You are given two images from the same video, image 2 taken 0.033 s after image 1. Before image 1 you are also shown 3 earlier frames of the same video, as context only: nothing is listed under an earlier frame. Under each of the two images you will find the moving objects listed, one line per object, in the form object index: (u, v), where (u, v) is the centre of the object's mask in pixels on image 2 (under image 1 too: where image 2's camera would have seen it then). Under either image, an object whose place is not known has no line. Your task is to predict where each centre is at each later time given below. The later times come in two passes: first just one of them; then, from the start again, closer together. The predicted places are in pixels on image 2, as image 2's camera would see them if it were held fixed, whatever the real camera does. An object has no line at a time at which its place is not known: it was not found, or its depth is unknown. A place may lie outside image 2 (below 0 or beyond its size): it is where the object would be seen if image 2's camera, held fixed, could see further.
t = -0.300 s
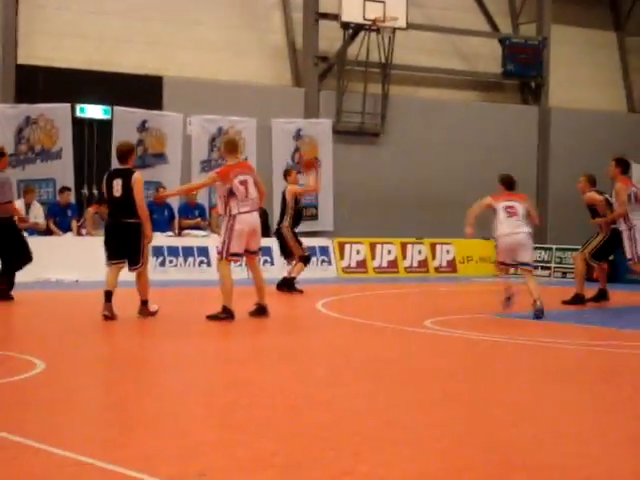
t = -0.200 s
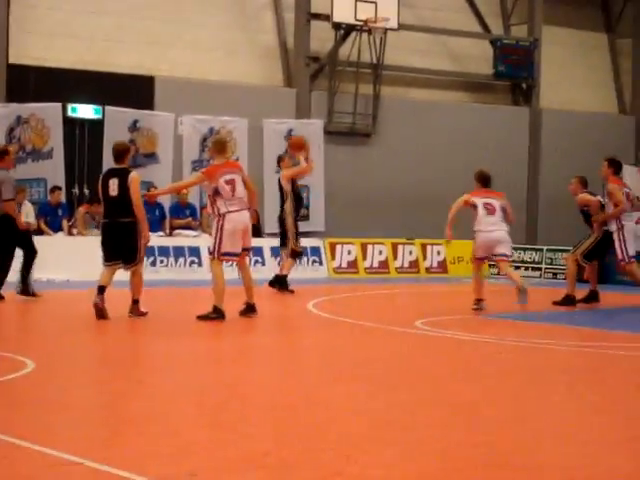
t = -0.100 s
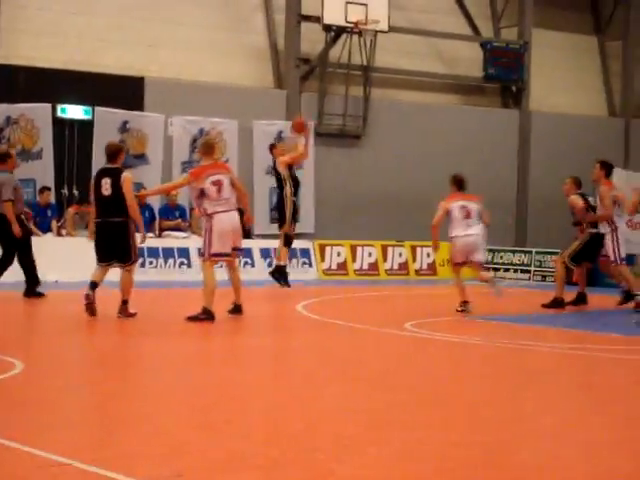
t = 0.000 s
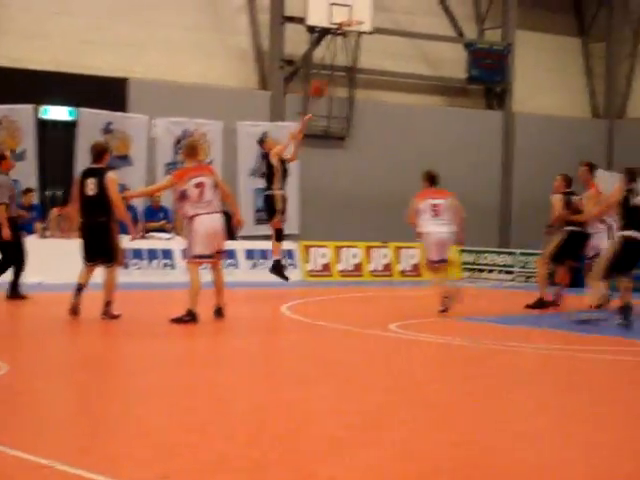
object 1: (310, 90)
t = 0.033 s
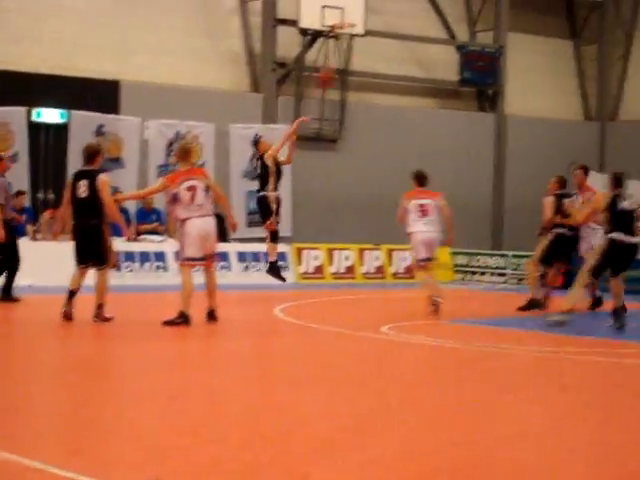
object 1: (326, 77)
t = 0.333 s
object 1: (453, -7)
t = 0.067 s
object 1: (340, 68)
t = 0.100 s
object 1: (354, 53)
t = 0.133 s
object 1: (368, 42)
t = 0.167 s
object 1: (381, 33)
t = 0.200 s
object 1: (395, 24)
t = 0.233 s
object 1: (408, 15)
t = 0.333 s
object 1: (453, -7)
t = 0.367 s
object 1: (467, -13)
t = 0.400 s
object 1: (479, -18)
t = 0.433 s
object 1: (497, -22)
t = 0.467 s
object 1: (511, -26)
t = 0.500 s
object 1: (527, -29)
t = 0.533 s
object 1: (543, -31)
